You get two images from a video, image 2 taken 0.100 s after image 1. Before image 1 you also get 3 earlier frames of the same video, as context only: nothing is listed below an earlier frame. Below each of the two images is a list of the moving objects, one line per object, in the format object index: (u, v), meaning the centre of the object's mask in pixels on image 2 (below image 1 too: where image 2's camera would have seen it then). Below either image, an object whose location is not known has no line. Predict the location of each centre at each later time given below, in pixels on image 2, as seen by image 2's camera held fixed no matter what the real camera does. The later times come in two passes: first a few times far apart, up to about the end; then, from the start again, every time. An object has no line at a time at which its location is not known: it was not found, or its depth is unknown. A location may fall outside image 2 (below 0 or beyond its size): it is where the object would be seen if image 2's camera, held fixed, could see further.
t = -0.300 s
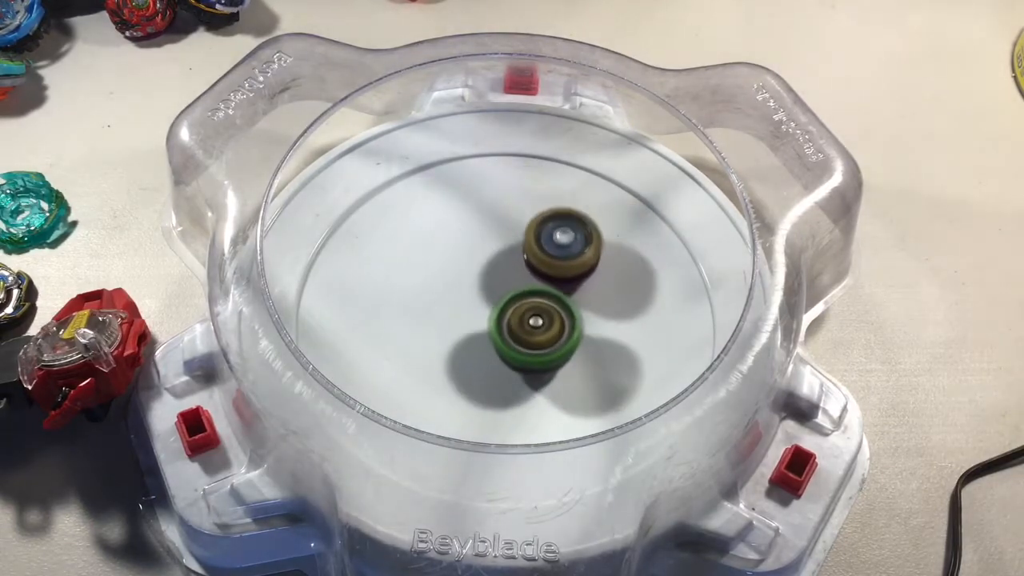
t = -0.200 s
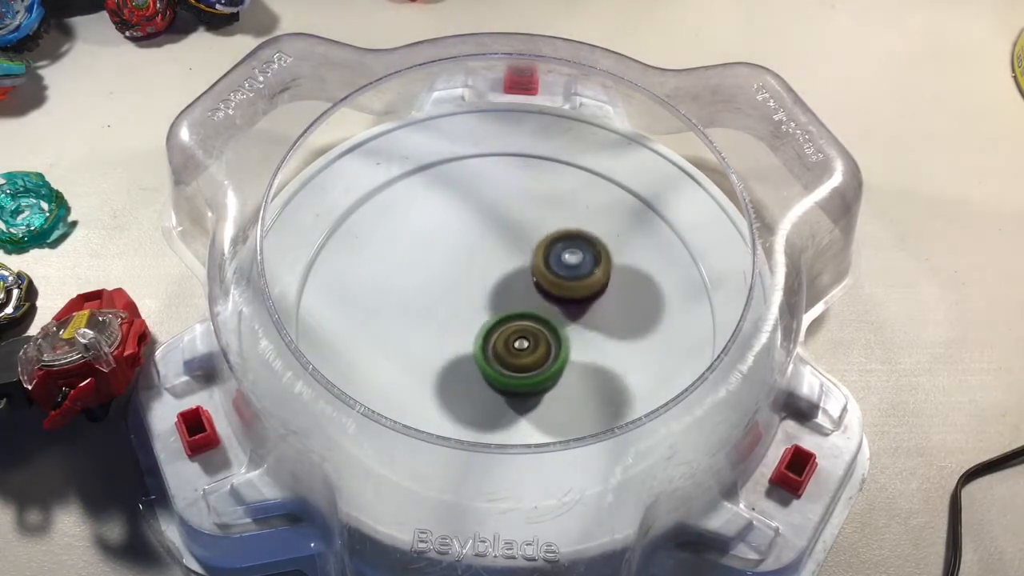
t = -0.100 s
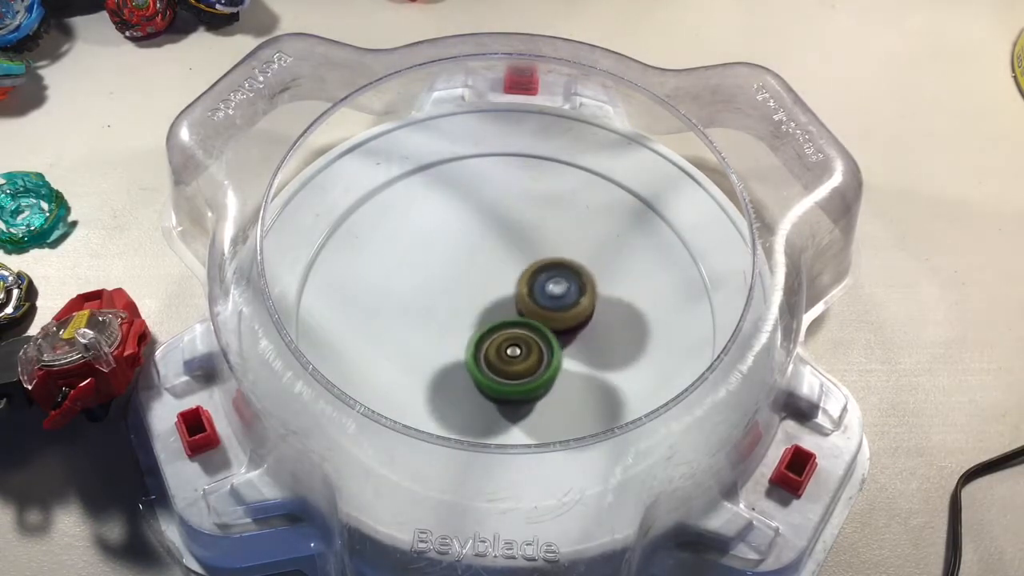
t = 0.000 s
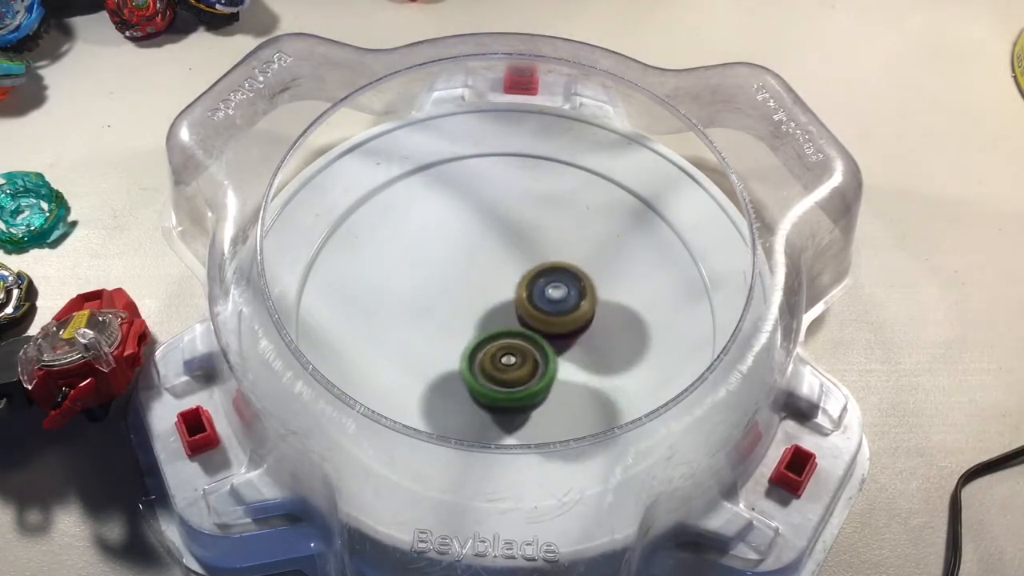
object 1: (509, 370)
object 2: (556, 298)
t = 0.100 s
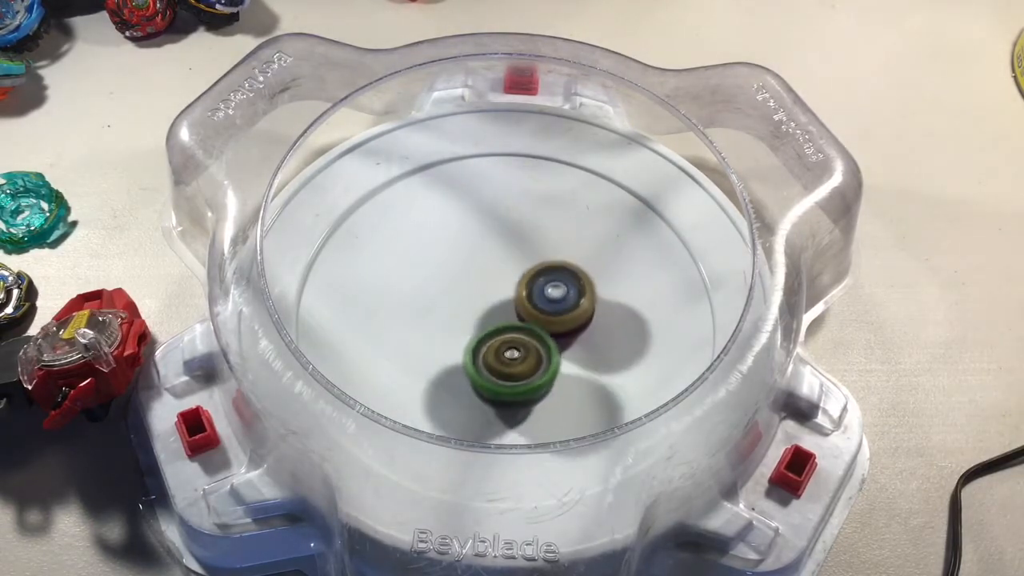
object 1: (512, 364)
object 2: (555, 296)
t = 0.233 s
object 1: (463, 365)
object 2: (551, 294)
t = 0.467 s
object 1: (416, 322)
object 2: (525, 298)
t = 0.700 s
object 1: (423, 273)
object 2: (522, 317)
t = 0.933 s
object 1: (488, 213)
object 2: (529, 343)
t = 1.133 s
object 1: (520, 211)
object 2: (529, 330)
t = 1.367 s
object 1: (533, 274)
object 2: (531, 357)
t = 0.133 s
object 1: (499, 368)
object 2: (556, 292)
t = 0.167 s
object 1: (488, 368)
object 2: (555, 291)
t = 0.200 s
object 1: (475, 367)
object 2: (554, 292)
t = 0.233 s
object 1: (463, 365)
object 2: (551, 294)
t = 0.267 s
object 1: (451, 362)
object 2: (546, 296)
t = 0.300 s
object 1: (442, 358)
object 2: (540, 298)
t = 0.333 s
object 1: (435, 353)
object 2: (533, 299)
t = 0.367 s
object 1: (431, 346)
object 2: (526, 300)
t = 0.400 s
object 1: (431, 338)
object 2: (520, 300)
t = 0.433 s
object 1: (432, 329)
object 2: (514, 300)
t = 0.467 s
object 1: (416, 322)
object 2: (525, 298)
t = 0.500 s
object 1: (404, 317)
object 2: (531, 296)
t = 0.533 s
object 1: (398, 312)
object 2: (532, 298)
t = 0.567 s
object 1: (398, 303)
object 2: (531, 302)
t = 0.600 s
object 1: (401, 295)
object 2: (529, 306)
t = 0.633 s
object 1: (406, 287)
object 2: (527, 310)
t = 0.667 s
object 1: (413, 279)
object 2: (524, 314)
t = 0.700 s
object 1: (423, 273)
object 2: (522, 317)
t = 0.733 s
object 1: (435, 268)
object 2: (519, 319)
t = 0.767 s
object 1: (449, 262)
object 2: (517, 321)
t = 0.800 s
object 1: (460, 251)
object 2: (519, 328)
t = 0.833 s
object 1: (464, 236)
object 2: (526, 338)
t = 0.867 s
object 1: (470, 227)
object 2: (529, 343)
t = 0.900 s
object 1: (479, 220)
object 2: (530, 344)
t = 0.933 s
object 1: (488, 213)
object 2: (529, 343)
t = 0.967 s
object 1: (497, 205)
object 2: (529, 342)
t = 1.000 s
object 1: (506, 200)
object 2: (528, 340)
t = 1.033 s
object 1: (514, 196)
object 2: (527, 338)
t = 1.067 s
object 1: (521, 195)
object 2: (527, 336)
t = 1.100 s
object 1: (520, 200)
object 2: (528, 333)
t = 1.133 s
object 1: (520, 211)
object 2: (529, 330)
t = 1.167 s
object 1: (520, 227)
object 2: (530, 327)
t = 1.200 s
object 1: (518, 246)
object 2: (532, 325)
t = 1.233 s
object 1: (517, 253)
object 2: (534, 336)
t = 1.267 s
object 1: (519, 259)
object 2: (535, 346)
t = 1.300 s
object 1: (522, 258)
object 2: (538, 354)
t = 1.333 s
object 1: (525, 265)
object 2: (536, 356)
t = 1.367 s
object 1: (533, 274)
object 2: (531, 357)
